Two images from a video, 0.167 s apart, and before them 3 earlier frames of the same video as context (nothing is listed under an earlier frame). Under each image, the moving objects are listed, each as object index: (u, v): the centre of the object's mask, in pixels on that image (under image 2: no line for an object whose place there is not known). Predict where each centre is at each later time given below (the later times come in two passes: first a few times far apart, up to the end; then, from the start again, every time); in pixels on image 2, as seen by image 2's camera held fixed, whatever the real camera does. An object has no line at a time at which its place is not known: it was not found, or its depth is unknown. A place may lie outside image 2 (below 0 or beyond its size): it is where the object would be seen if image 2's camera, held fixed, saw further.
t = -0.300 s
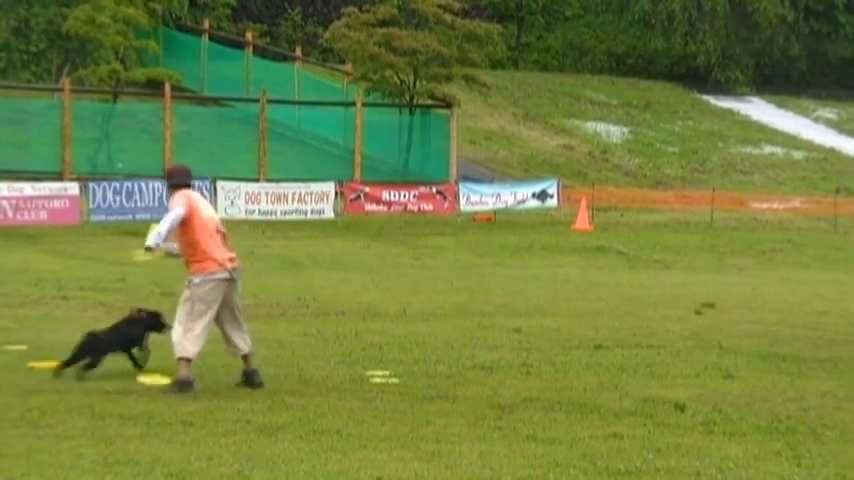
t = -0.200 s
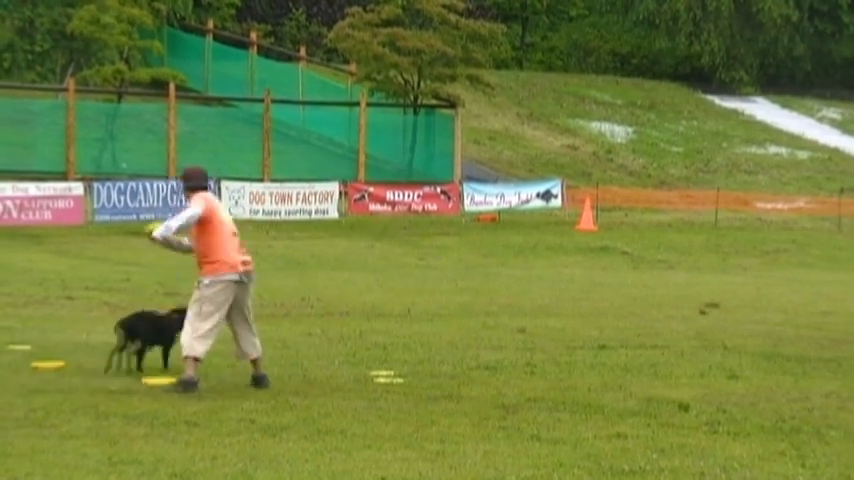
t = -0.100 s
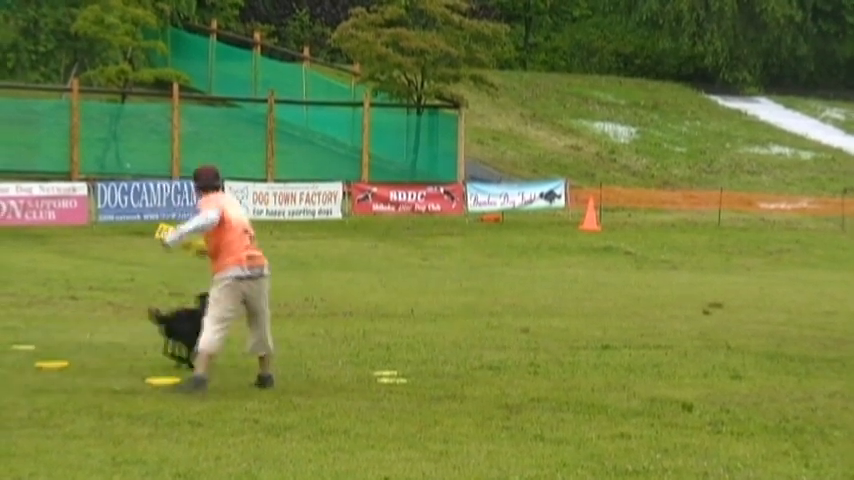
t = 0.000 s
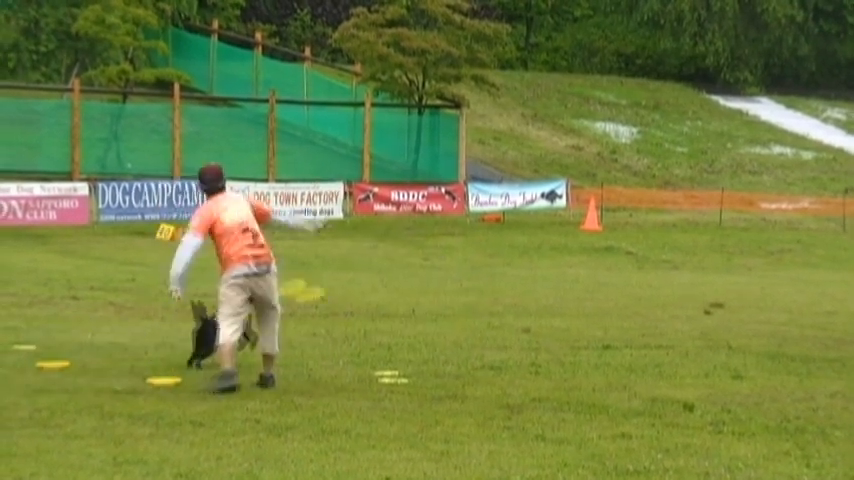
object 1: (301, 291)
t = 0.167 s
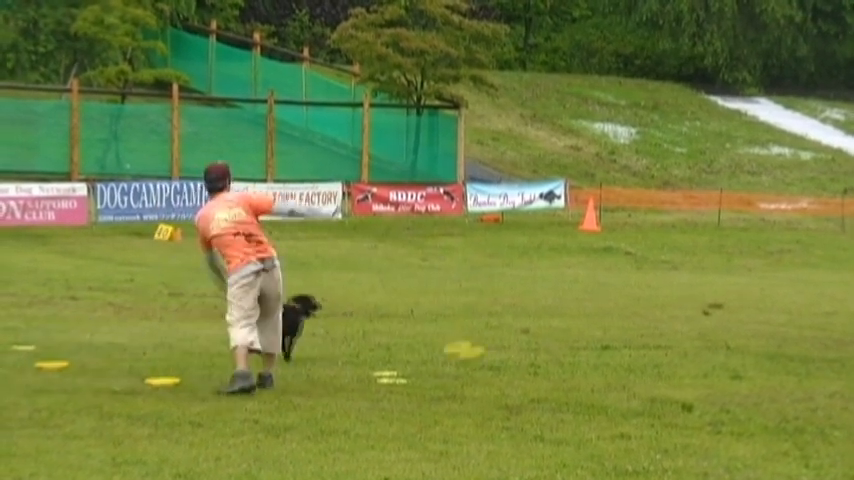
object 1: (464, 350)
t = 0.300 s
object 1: (538, 350)
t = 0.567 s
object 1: (627, 329)
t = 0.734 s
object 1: (668, 325)
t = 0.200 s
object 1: (491, 357)
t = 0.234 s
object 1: (512, 356)
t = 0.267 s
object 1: (525, 352)
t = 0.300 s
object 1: (538, 350)
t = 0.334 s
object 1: (551, 346)
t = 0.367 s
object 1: (563, 344)
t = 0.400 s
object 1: (574, 341)
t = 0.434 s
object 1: (587, 338)
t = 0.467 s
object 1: (597, 336)
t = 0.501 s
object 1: (607, 333)
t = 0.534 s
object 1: (617, 331)
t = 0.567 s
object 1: (627, 329)
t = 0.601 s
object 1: (636, 328)
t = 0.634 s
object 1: (644, 327)
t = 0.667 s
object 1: (652, 326)
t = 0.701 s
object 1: (660, 326)
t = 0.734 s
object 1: (668, 325)
